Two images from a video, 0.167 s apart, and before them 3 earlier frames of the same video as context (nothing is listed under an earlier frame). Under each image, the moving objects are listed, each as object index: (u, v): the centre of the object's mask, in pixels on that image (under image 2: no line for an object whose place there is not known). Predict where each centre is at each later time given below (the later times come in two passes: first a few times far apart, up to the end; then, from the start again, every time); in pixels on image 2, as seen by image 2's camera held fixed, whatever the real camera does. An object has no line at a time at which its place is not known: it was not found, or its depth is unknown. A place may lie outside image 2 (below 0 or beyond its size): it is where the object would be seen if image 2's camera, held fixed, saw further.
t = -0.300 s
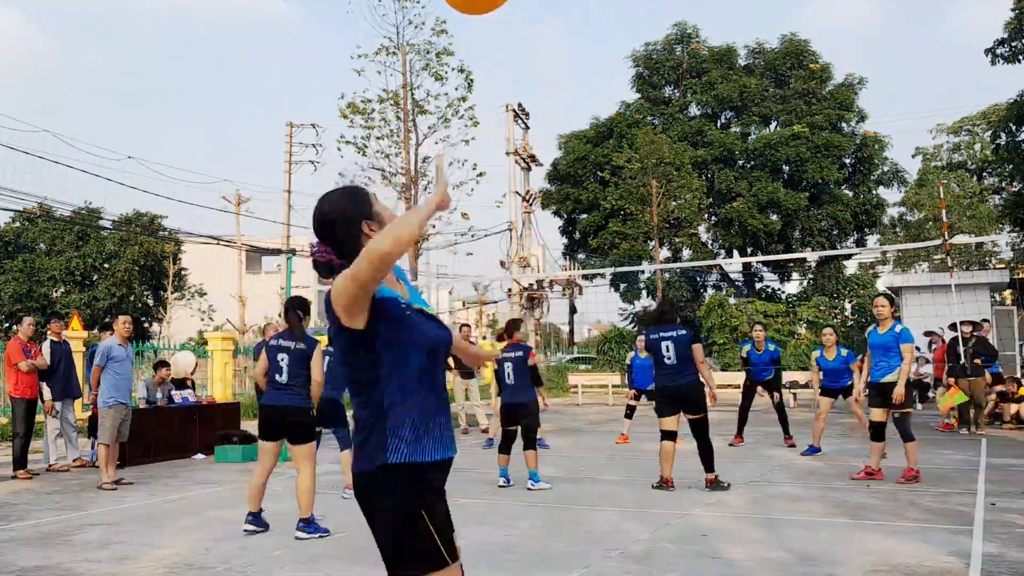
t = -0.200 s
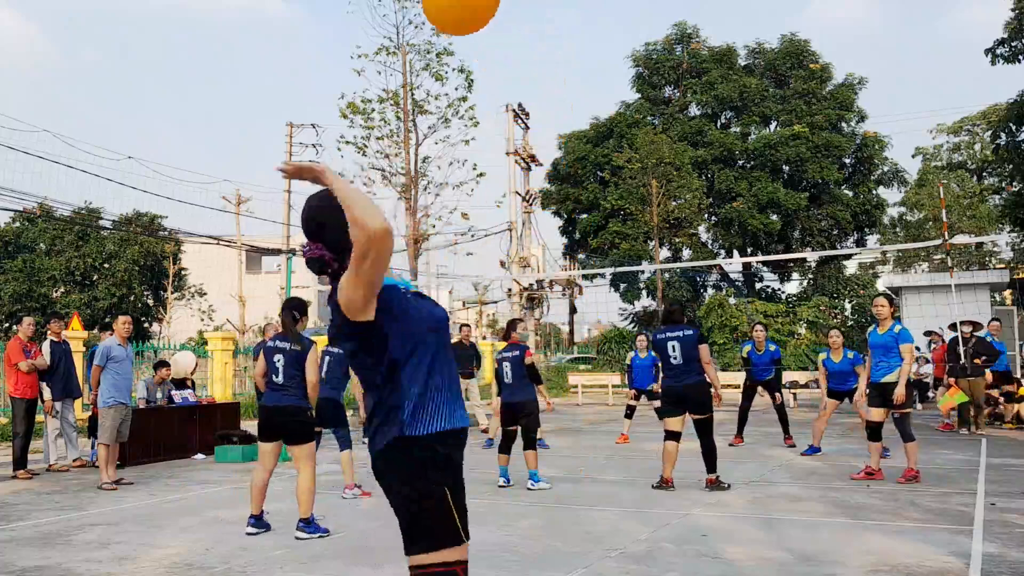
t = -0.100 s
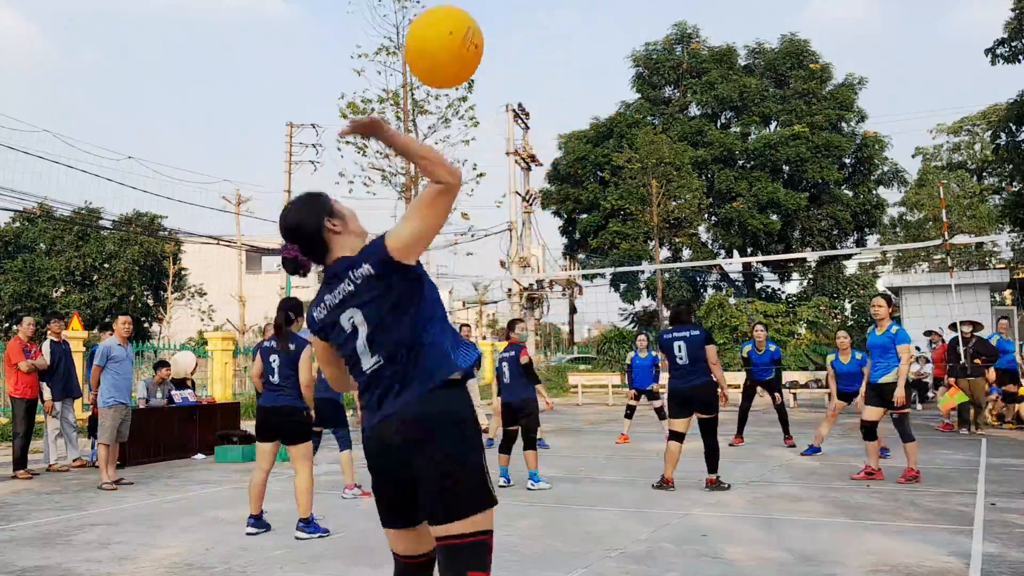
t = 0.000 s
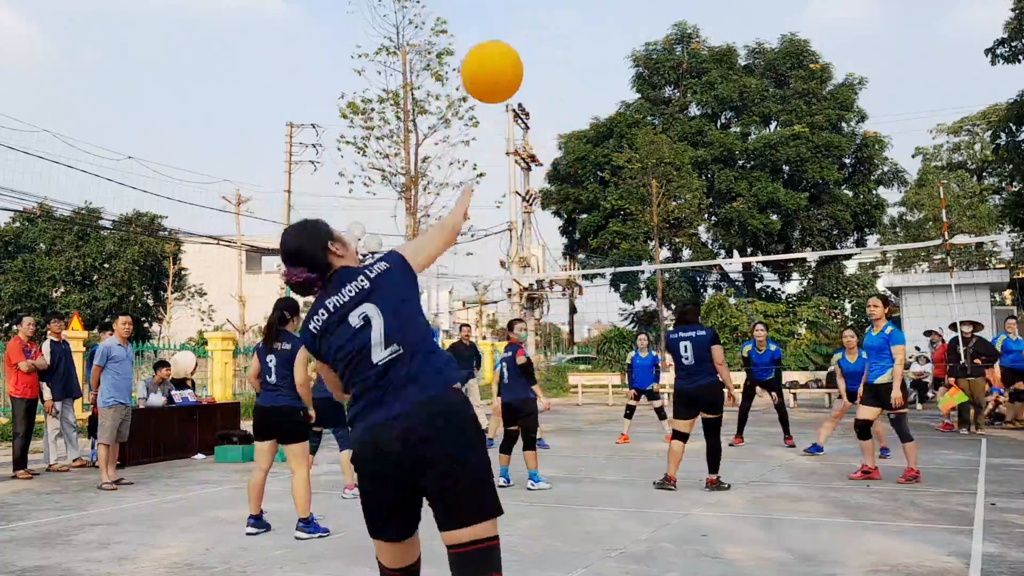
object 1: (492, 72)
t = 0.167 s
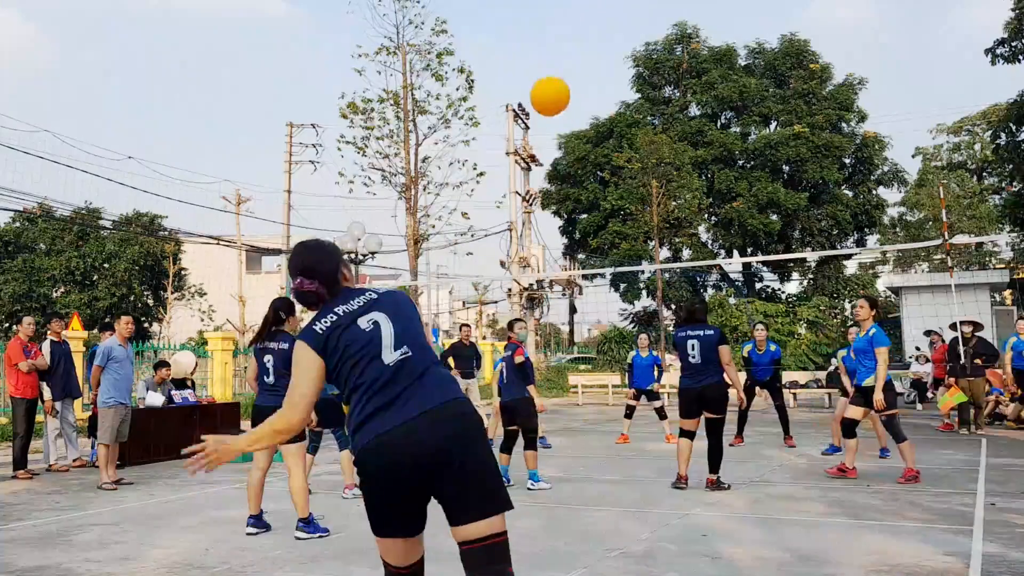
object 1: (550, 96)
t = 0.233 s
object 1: (559, 119)
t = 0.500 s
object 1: (570, 221)
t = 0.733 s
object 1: (571, 315)
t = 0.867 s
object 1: (573, 368)
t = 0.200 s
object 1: (555, 107)
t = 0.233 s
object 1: (559, 119)
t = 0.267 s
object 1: (561, 130)
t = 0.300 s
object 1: (564, 143)
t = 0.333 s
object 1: (565, 155)
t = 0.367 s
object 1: (566, 168)
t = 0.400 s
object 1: (567, 181)
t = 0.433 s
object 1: (568, 194)
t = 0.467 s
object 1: (569, 207)
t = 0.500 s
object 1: (570, 221)
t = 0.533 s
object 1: (570, 234)
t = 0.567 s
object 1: (570, 247)
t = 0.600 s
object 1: (570, 260)
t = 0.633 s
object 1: (571, 275)
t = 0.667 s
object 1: (571, 288)
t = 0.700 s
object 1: (570, 301)
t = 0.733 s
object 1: (571, 315)
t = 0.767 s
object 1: (571, 328)
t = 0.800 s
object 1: (571, 341)
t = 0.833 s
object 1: (572, 355)
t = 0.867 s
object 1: (573, 368)
